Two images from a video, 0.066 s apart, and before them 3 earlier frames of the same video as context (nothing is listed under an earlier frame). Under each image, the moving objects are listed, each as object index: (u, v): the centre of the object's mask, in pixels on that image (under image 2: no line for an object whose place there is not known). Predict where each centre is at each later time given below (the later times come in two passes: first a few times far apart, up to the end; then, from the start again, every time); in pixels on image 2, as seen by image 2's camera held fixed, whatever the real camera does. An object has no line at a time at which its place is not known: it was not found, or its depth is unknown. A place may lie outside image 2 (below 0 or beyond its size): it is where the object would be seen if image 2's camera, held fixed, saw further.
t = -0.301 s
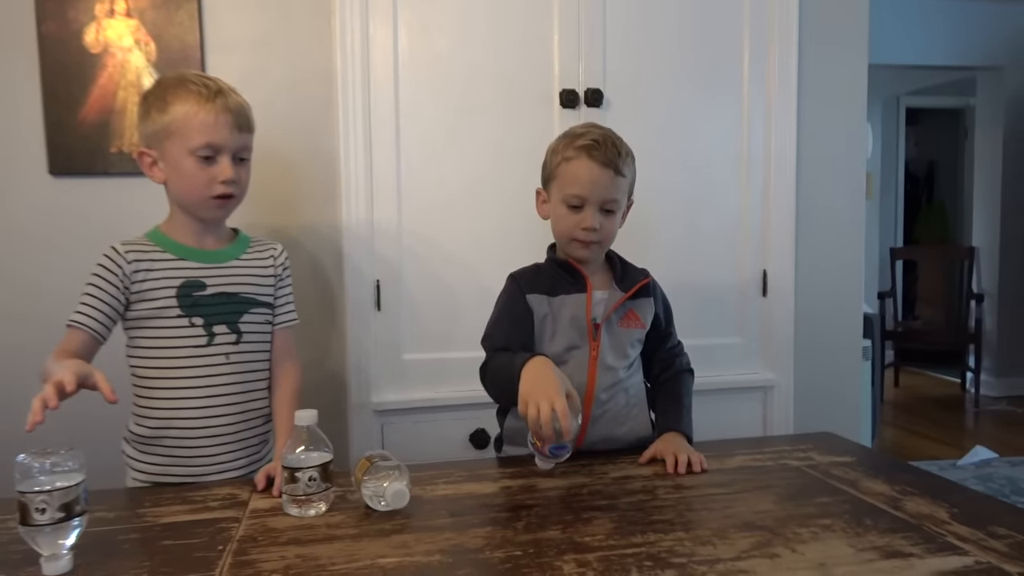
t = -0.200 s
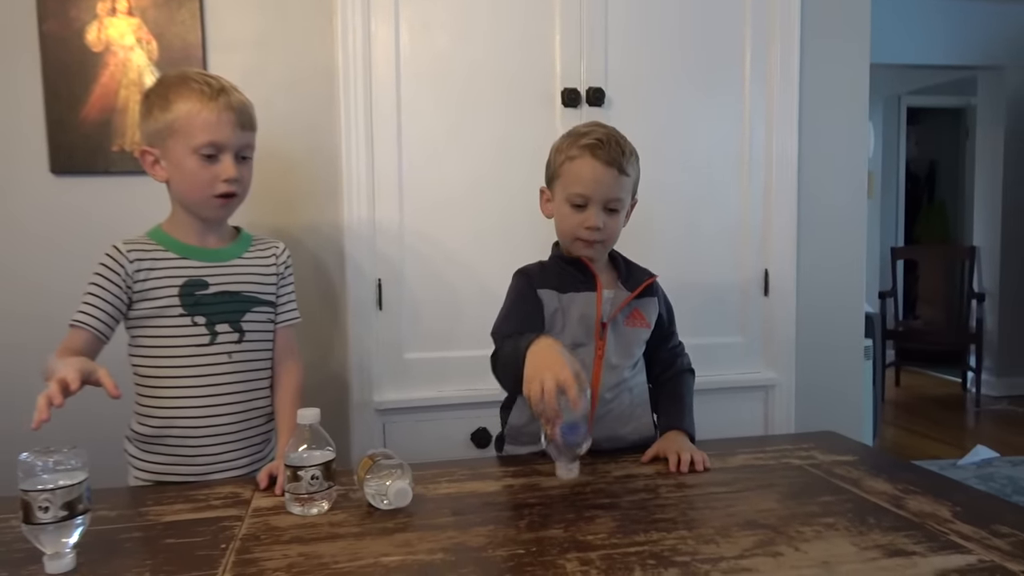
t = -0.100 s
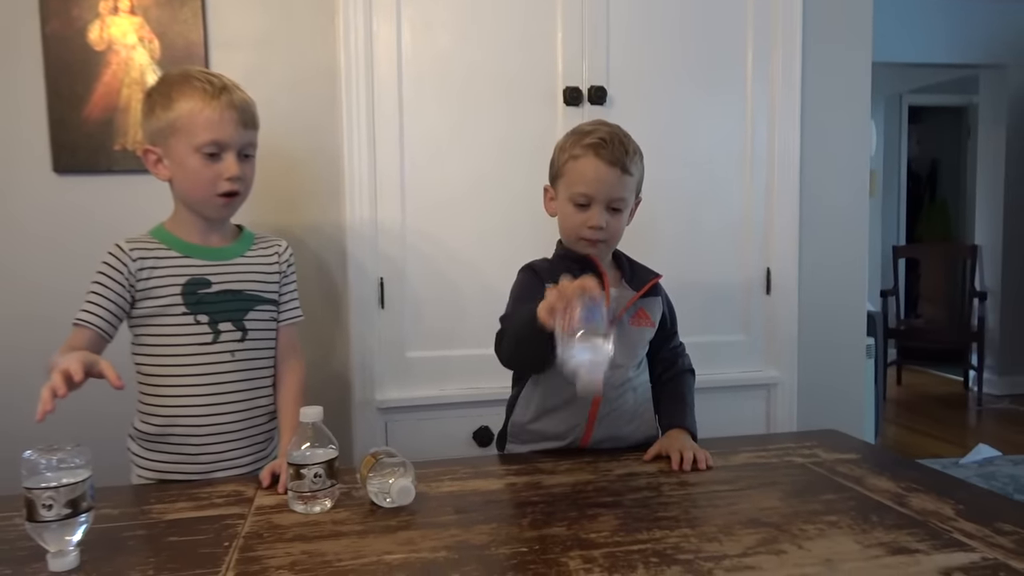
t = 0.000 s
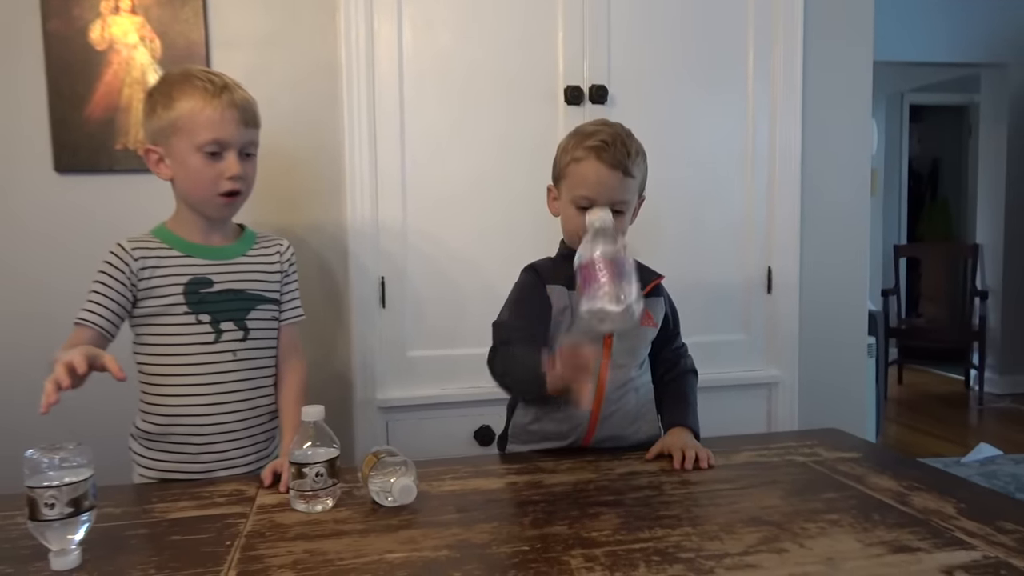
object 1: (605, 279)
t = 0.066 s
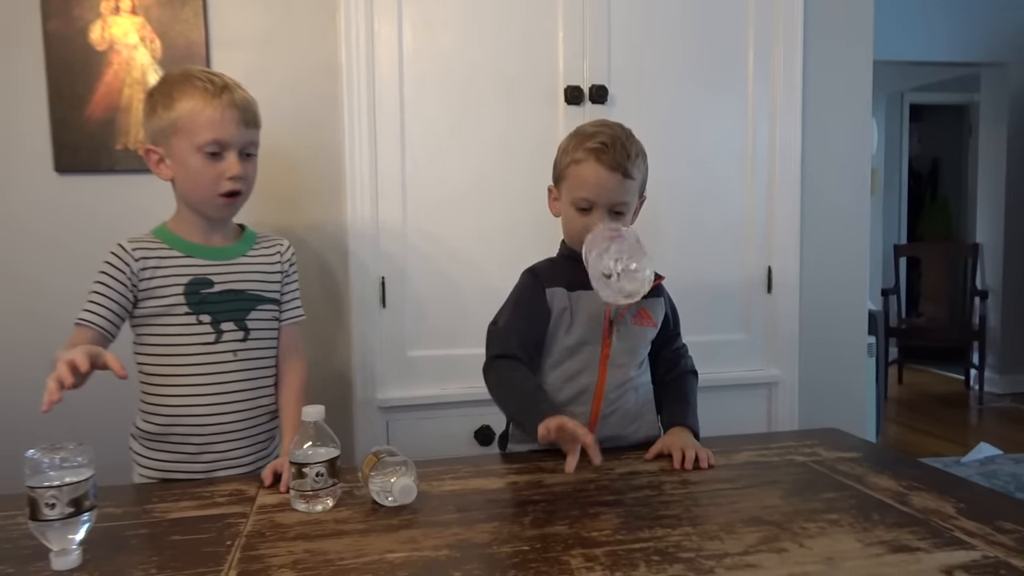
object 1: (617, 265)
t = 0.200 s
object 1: (637, 380)
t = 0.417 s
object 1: (638, 546)
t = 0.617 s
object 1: (640, 553)
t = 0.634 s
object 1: (641, 553)
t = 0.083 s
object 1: (618, 267)
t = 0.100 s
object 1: (621, 274)
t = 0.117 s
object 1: (623, 281)
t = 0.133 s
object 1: (626, 290)
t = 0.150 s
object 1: (629, 306)
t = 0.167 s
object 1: (632, 324)
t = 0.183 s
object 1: (636, 350)
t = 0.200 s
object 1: (637, 380)
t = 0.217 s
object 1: (640, 409)
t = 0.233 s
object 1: (643, 442)
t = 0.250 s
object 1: (646, 475)
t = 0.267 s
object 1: (649, 492)
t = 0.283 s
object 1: (648, 495)
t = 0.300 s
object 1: (648, 497)
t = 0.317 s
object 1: (648, 498)
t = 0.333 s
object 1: (647, 501)
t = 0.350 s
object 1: (643, 507)
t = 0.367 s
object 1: (640, 519)
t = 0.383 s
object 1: (636, 535)
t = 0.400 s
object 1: (637, 545)
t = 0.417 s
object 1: (638, 546)
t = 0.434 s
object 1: (635, 546)
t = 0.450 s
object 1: (633, 547)
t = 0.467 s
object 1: (631, 550)
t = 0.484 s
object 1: (630, 550)
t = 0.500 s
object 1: (631, 550)
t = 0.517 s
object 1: (632, 551)
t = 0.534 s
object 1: (633, 551)
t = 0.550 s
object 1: (634, 552)
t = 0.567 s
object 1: (636, 552)
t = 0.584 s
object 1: (637, 552)
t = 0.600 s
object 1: (639, 553)
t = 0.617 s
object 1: (640, 553)
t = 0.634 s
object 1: (641, 553)
